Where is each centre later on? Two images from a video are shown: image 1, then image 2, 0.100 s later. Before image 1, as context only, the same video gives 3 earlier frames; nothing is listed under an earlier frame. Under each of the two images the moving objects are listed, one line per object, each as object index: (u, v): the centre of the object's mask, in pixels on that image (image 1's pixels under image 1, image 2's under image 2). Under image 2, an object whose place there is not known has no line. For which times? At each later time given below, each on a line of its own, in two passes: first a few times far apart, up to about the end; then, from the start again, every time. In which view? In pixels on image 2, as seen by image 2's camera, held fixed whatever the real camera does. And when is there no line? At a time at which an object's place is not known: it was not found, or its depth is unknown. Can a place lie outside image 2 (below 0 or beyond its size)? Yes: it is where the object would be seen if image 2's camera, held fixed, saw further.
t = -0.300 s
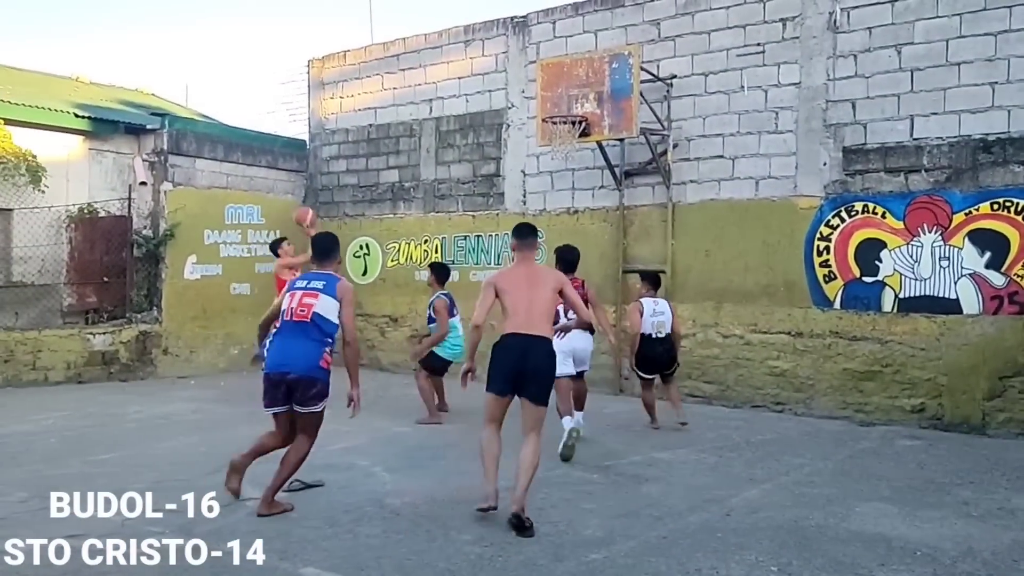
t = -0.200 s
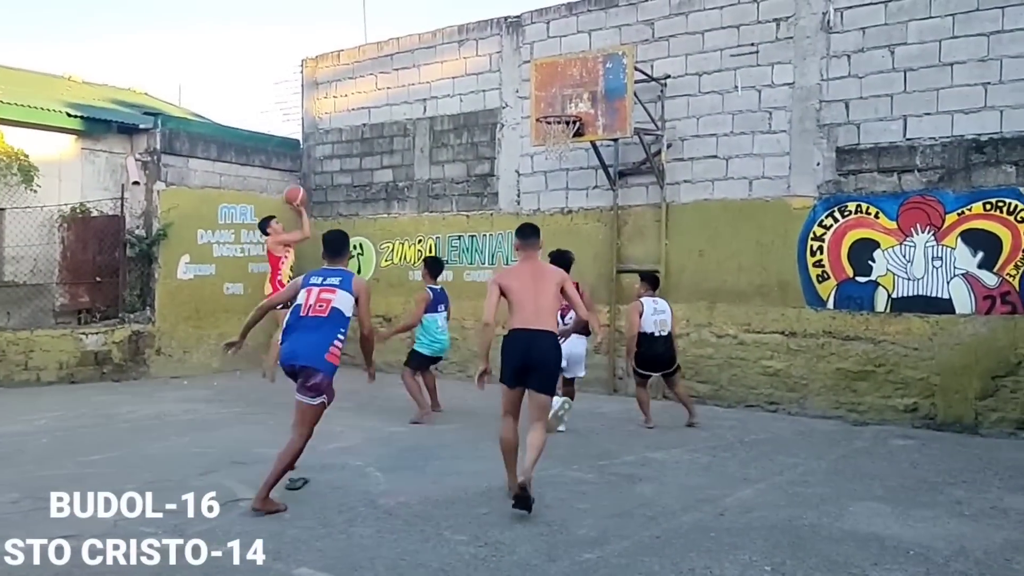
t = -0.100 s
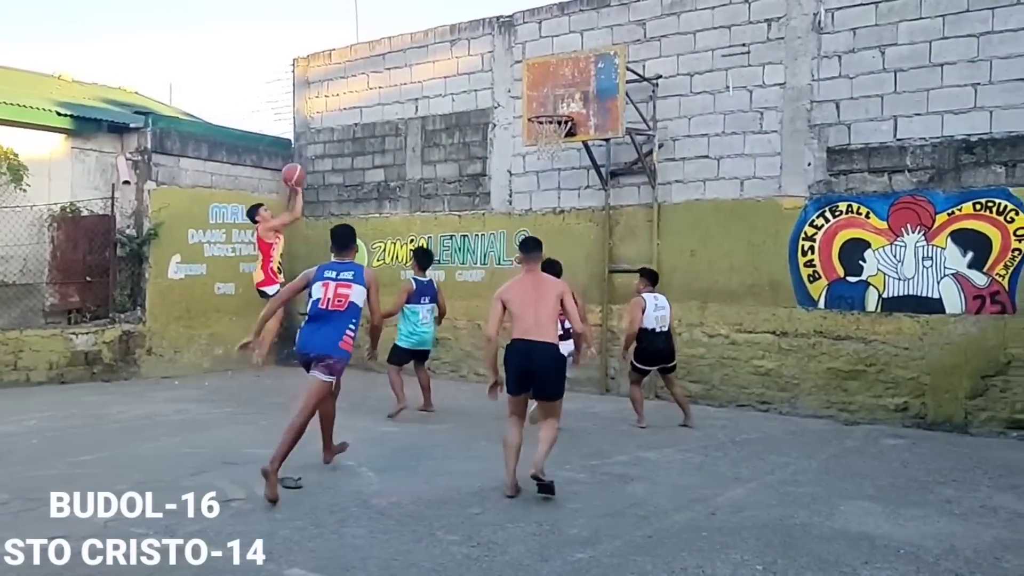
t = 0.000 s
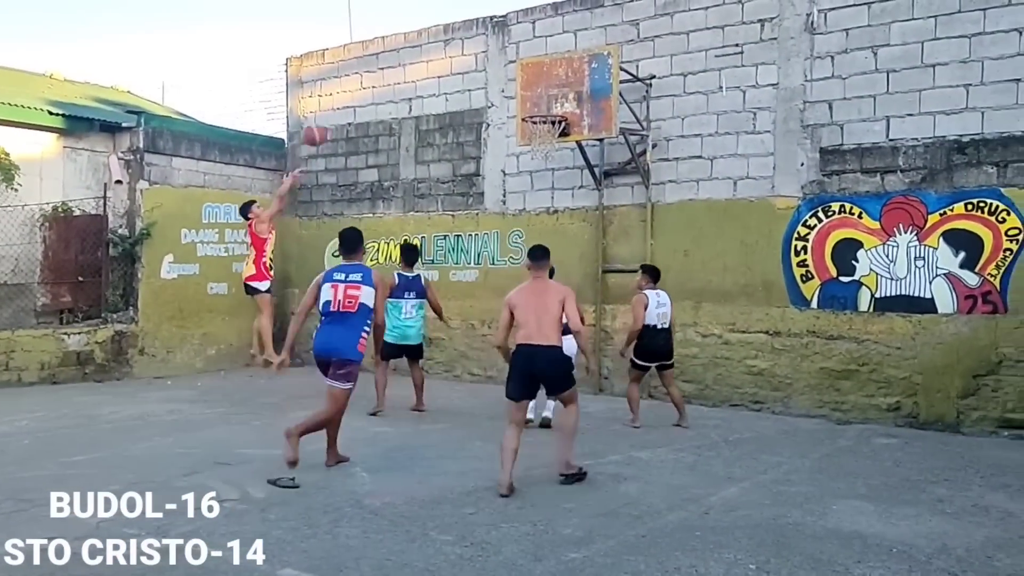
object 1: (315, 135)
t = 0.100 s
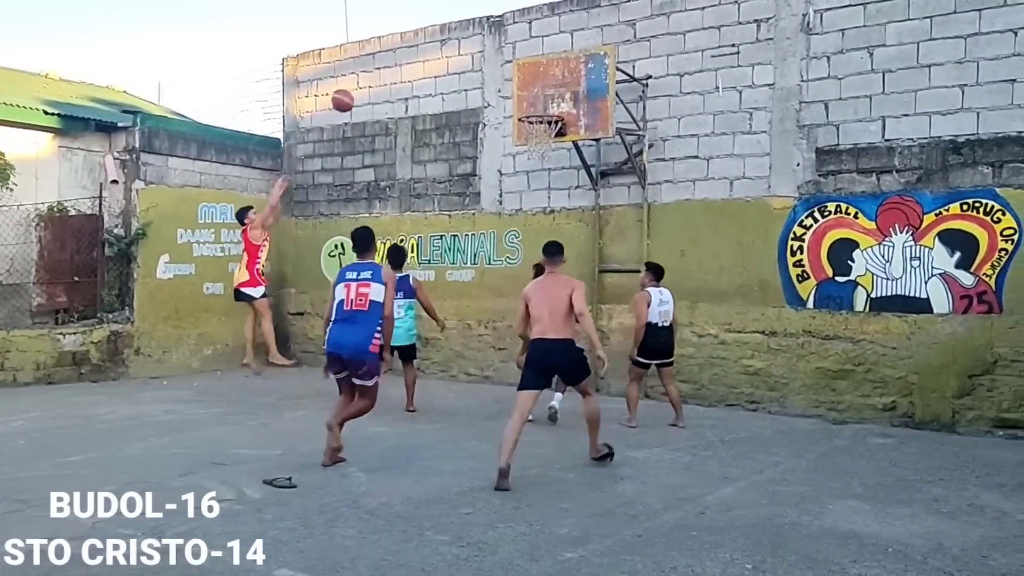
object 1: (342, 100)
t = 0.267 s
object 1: (396, 64)
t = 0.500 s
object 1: (470, 58)
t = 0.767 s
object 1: (551, 112)
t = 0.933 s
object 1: (528, 136)
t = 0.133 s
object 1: (353, 91)
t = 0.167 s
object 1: (364, 83)
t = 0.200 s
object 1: (375, 76)
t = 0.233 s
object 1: (385, 70)
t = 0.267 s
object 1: (396, 64)
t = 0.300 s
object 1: (406, 60)
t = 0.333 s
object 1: (417, 57)
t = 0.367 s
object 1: (427, 55)
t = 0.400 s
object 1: (438, 54)
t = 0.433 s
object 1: (448, 54)
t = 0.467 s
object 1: (459, 56)
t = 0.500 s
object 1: (470, 58)
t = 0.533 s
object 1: (480, 62)
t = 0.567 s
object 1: (490, 66)
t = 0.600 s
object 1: (501, 72)
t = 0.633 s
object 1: (510, 77)
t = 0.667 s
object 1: (520, 86)
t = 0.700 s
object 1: (529, 96)
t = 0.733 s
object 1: (541, 106)
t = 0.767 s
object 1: (551, 112)
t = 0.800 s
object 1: (545, 124)
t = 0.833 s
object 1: (540, 127)
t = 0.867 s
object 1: (532, 133)
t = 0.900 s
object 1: (528, 135)
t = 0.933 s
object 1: (528, 136)
